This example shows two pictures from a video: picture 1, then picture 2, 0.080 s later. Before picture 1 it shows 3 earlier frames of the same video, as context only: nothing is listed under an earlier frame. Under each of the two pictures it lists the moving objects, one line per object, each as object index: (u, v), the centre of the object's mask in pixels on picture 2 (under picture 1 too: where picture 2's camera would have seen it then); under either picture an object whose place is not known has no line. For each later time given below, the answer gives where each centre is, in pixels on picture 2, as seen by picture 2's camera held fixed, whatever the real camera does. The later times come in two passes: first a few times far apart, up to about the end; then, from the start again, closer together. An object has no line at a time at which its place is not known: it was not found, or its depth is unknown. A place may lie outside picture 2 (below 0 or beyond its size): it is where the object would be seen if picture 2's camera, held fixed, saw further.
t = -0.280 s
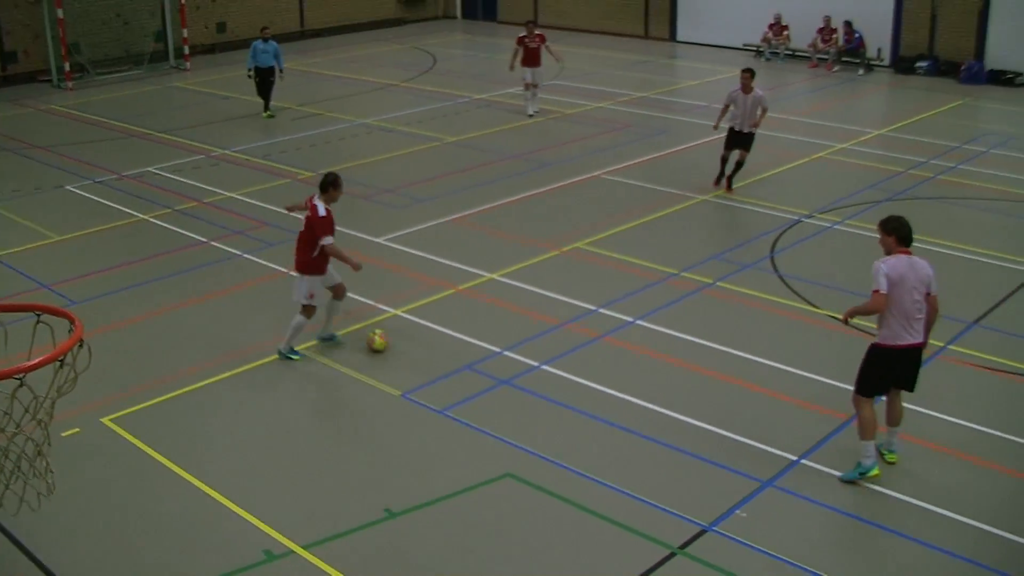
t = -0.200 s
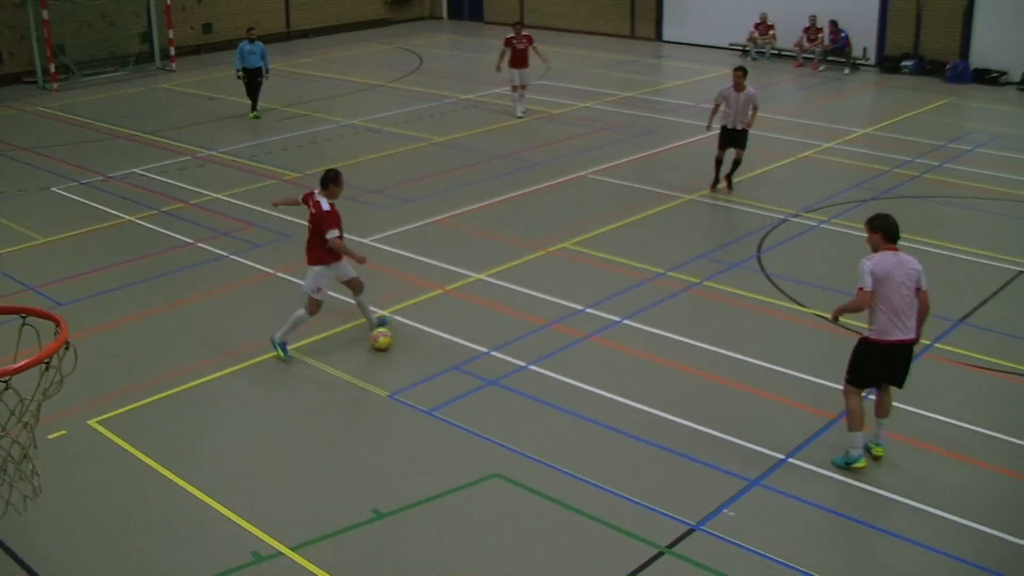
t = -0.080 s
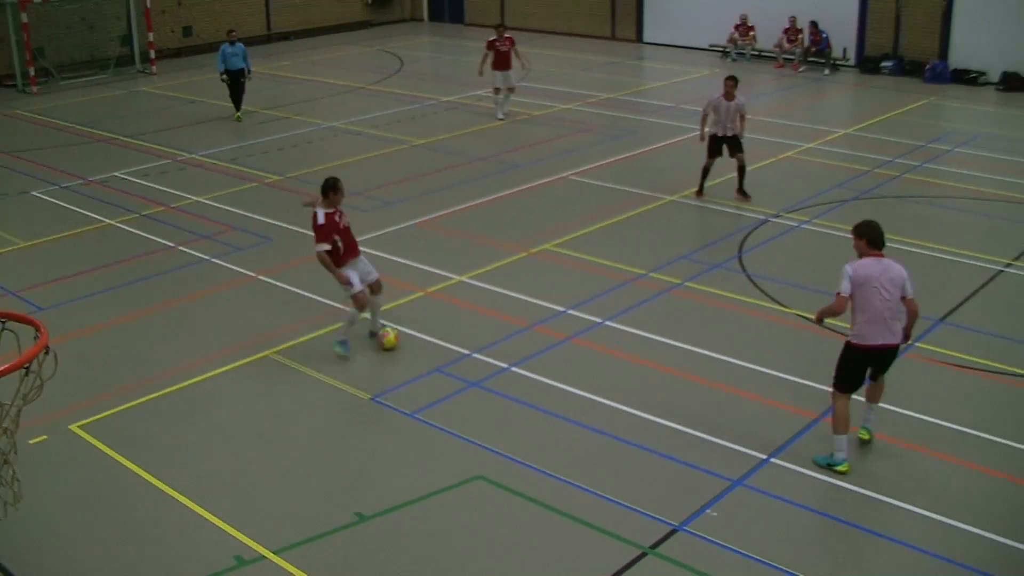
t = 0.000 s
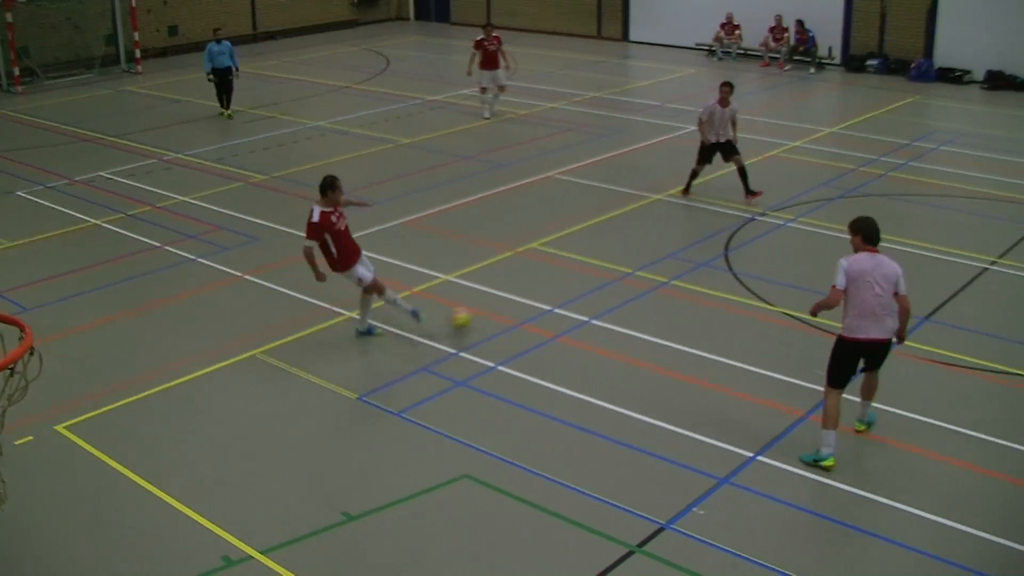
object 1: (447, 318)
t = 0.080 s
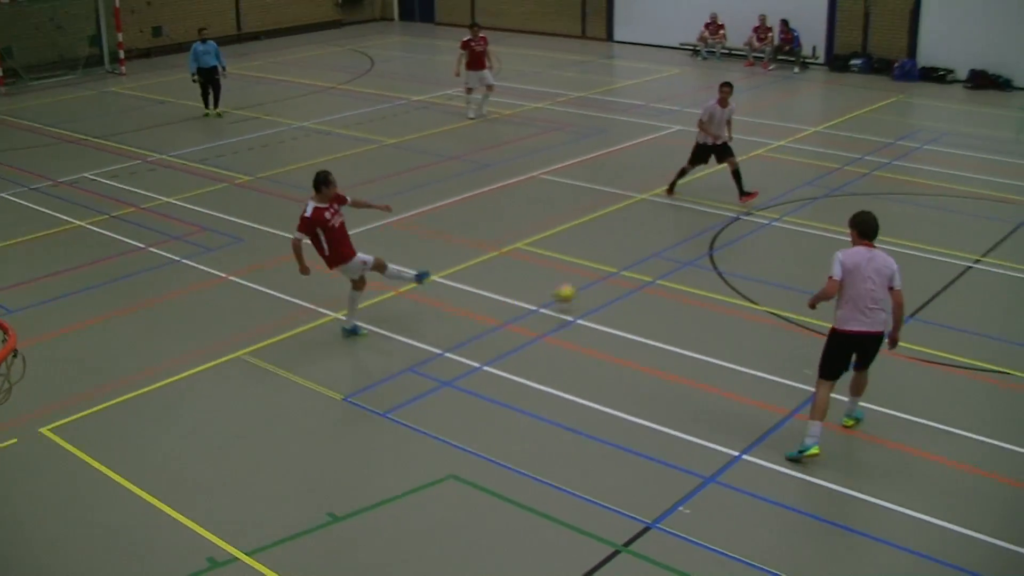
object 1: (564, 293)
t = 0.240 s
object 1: (763, 265)
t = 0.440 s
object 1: (951, 230)
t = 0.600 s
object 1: (1064, 209)
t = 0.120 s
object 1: (619, 283)
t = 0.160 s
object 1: (670, 276)
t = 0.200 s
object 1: (719, 269)
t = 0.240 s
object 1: (763, 265)
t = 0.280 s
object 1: (804, 257)
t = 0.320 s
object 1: (842, 248)
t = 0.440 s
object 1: (951, 230)
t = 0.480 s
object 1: (980, 224)
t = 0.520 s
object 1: (1009, 218)
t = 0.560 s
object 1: (1038, 214)
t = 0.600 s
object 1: (1064, 209)
